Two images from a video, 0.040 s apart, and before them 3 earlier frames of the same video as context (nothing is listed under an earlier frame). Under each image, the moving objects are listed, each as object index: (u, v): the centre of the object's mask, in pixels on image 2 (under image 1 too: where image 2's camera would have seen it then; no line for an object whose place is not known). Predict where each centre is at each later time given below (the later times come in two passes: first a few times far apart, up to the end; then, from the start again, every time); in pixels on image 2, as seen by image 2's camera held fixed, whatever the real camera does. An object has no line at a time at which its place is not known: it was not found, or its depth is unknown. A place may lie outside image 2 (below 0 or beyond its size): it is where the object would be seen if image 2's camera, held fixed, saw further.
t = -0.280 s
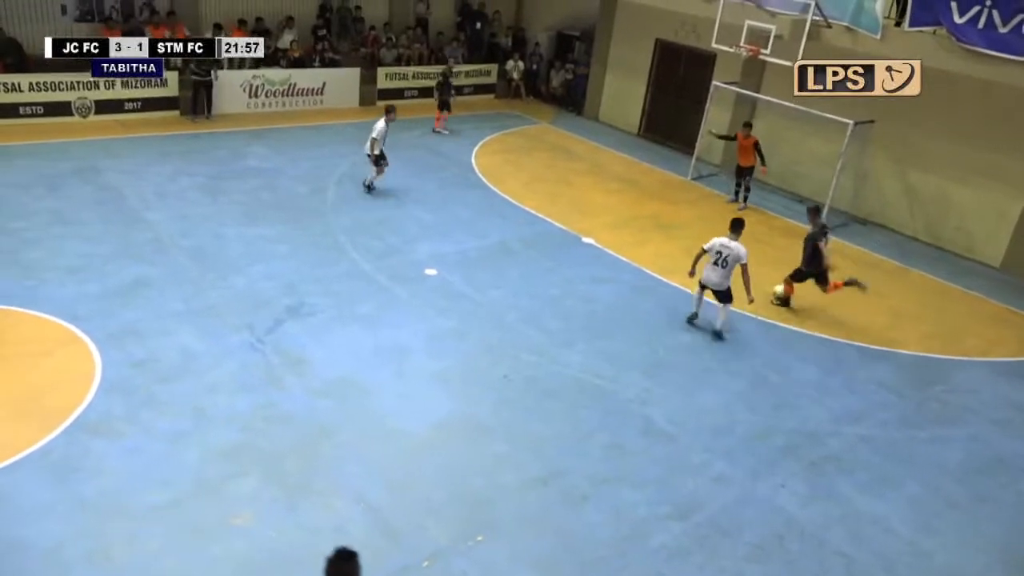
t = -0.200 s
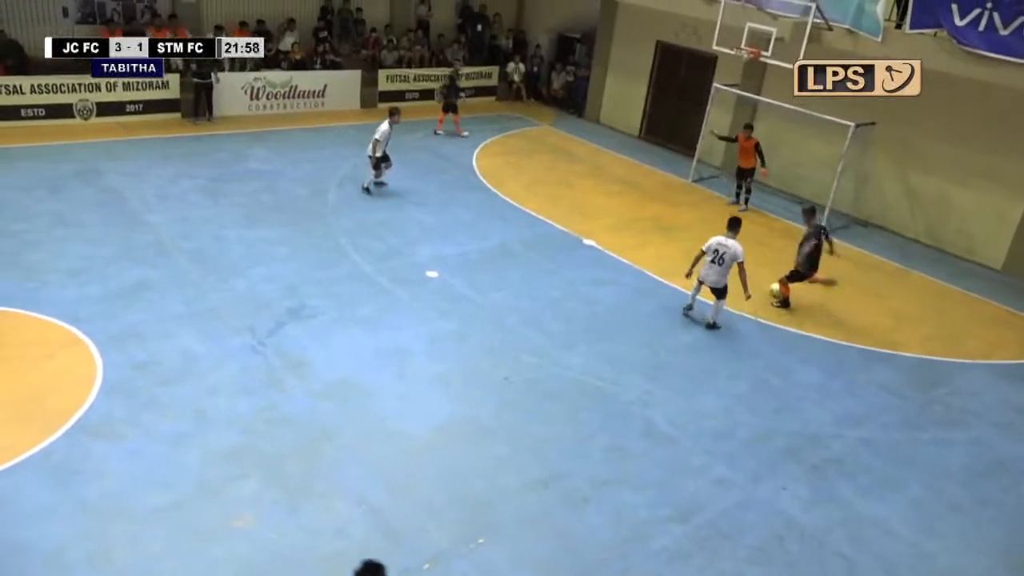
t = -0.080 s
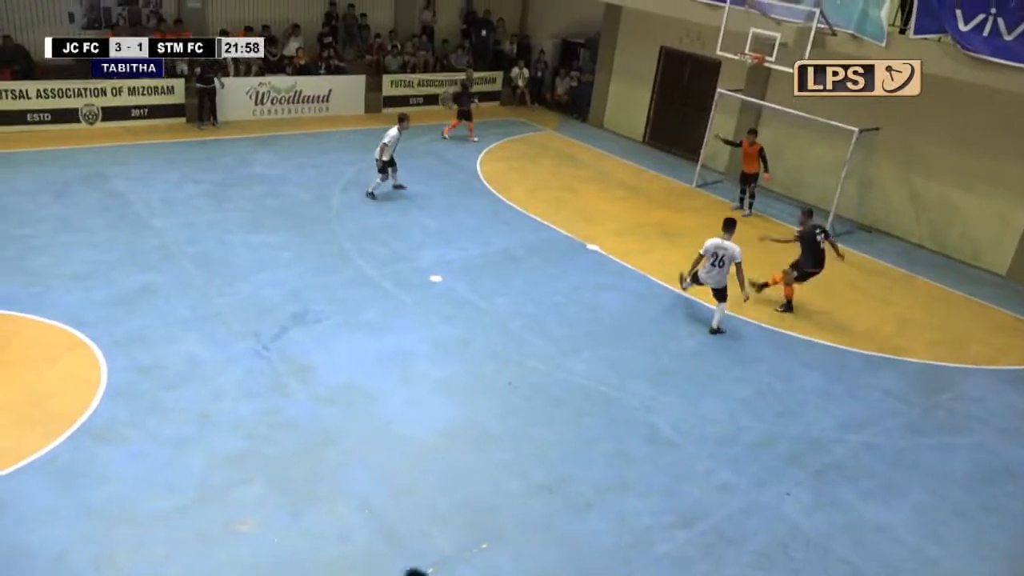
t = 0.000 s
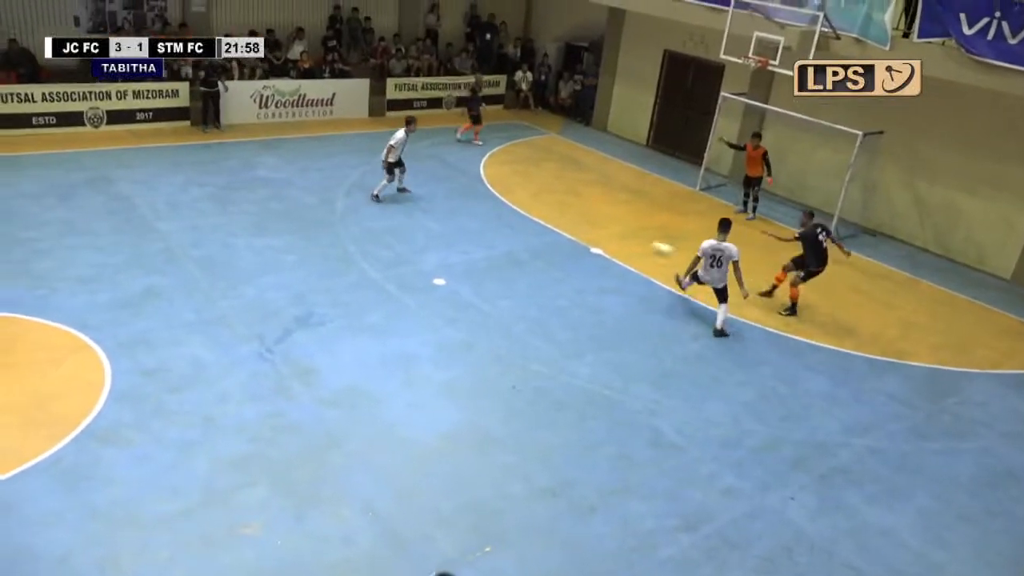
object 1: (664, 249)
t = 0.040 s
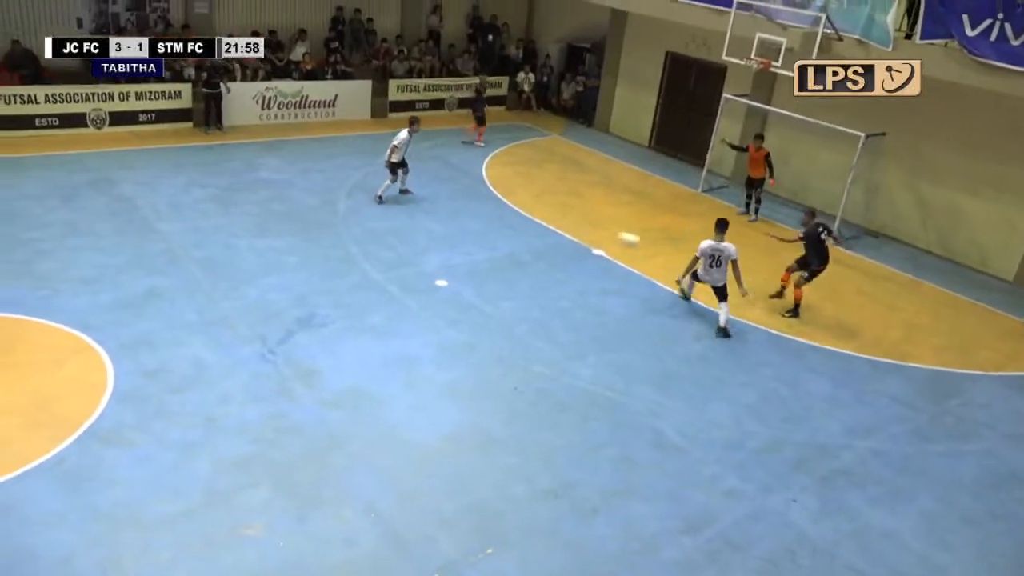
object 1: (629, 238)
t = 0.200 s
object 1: (479, 200)
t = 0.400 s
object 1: (263, 172)
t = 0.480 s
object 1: (167, 168)
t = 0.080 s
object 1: (593, 228)
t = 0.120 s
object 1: (555, 219)
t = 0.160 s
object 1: (519, 208)
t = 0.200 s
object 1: (479, 200)
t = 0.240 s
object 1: (438, 193)
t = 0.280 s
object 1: (396, 187)
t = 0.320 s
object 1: (353, 179)
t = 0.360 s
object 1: (309, 175)
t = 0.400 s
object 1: (263, 172)
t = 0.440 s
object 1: (216, 169)
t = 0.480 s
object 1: (167, 168)
